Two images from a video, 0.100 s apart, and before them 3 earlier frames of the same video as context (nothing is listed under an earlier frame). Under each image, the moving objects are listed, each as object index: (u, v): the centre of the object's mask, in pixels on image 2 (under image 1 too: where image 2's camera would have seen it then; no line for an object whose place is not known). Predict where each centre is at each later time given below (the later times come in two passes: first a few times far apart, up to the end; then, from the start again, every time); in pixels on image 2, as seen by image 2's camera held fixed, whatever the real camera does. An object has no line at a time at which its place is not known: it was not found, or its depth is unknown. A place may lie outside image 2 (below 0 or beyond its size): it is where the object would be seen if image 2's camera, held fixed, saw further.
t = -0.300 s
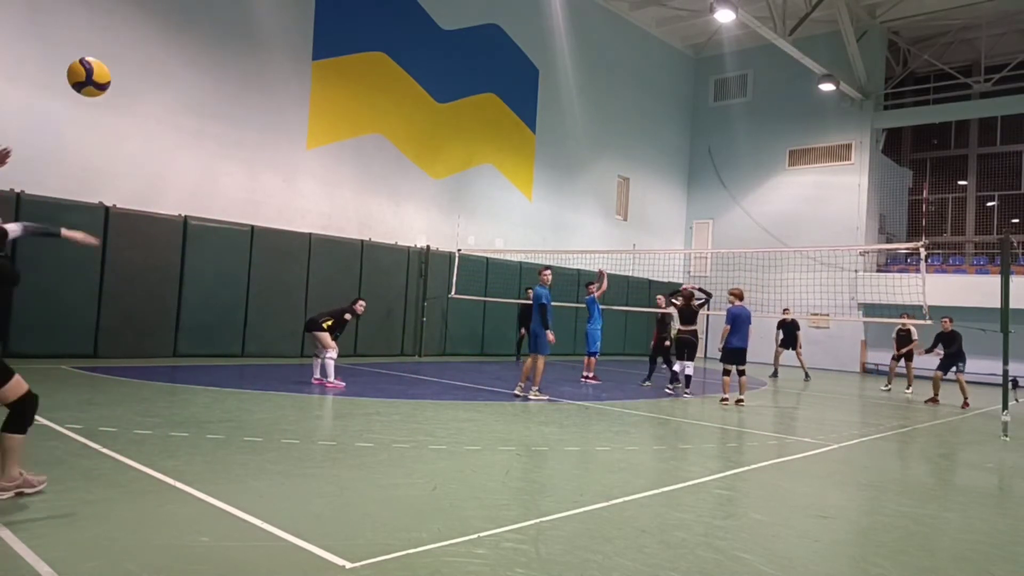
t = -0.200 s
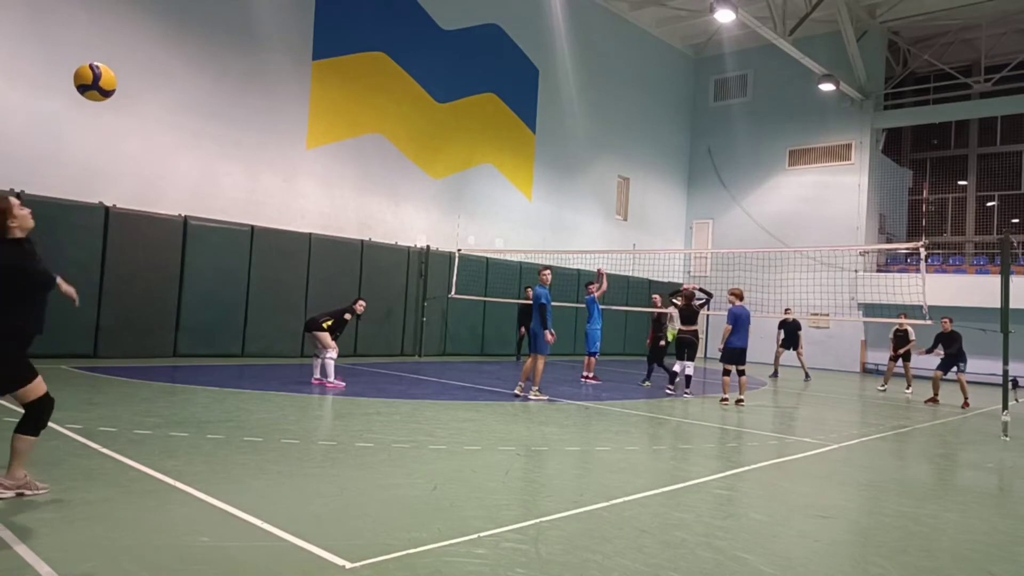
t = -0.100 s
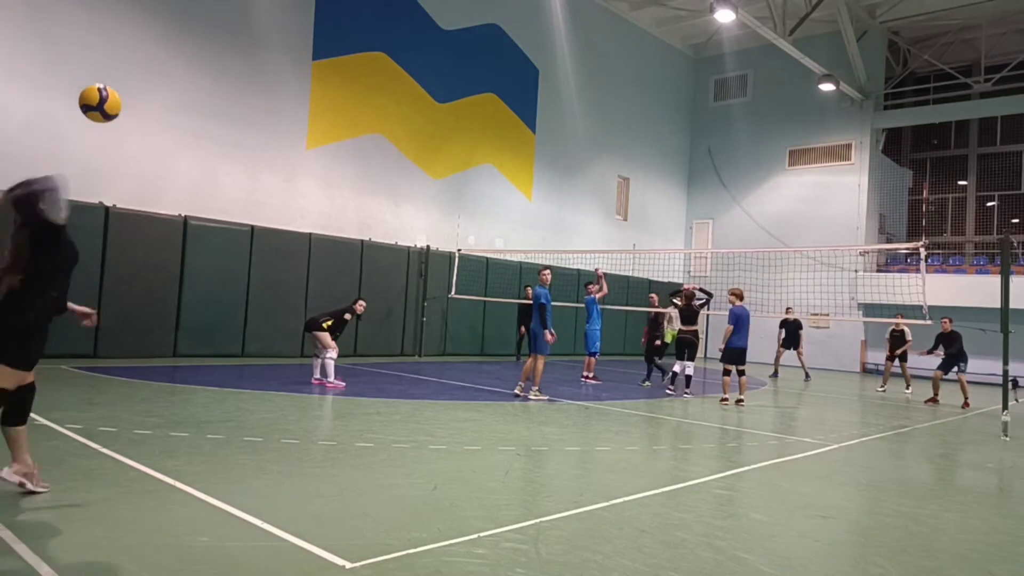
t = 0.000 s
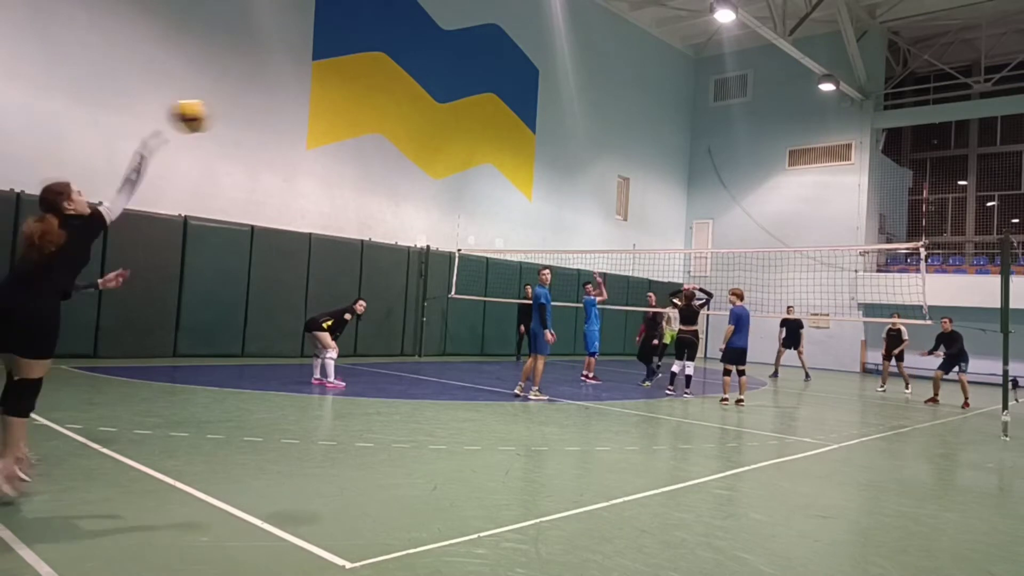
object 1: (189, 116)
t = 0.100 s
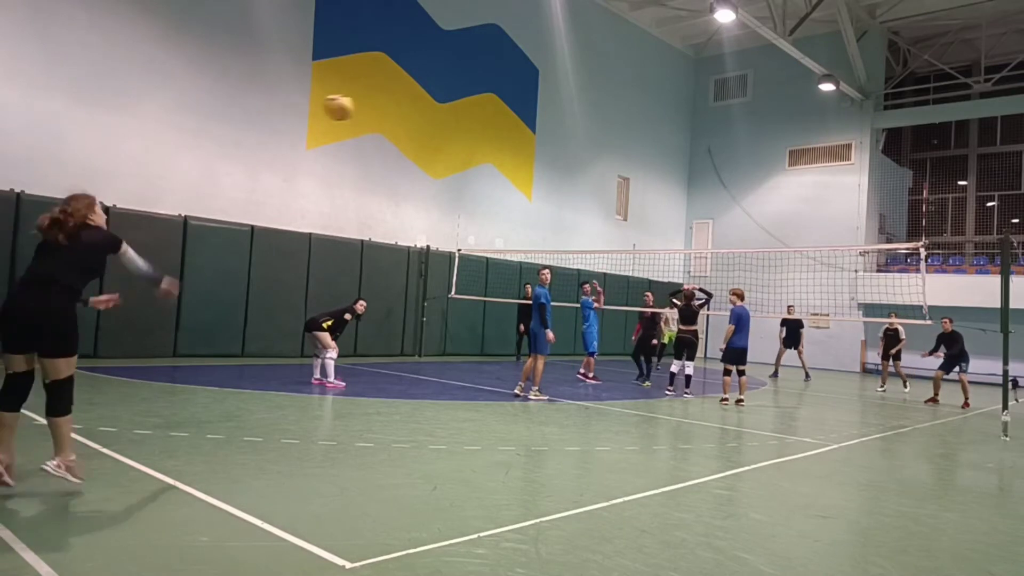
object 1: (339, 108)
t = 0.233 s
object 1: (451, 113)
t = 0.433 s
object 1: (544, 145)
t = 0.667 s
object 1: (603, 196)
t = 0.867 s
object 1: (635, 245)
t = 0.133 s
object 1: (373, 107)
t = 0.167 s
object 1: (403, 108)
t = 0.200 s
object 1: (428, 110)
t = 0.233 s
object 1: (451, 113)
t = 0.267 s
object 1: (472, 117)
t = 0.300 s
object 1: (489, 121)
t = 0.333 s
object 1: (505, 126)
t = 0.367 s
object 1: (520, 132)
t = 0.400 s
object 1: (533, 138)
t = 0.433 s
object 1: (544, 145)
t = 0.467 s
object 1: (555, 151)
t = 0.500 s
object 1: (565, 159)
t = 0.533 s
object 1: (574, 166)
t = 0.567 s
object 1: (582, 173)
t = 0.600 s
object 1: (590, 181)
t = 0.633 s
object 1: (597, 189)
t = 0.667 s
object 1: (603, 196)
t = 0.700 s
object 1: (610, 205)
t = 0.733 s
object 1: (615, 212)
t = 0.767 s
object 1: (621, 220)
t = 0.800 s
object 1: (626, 228)
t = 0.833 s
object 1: (631, 237)
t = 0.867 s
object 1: (635, 245)
